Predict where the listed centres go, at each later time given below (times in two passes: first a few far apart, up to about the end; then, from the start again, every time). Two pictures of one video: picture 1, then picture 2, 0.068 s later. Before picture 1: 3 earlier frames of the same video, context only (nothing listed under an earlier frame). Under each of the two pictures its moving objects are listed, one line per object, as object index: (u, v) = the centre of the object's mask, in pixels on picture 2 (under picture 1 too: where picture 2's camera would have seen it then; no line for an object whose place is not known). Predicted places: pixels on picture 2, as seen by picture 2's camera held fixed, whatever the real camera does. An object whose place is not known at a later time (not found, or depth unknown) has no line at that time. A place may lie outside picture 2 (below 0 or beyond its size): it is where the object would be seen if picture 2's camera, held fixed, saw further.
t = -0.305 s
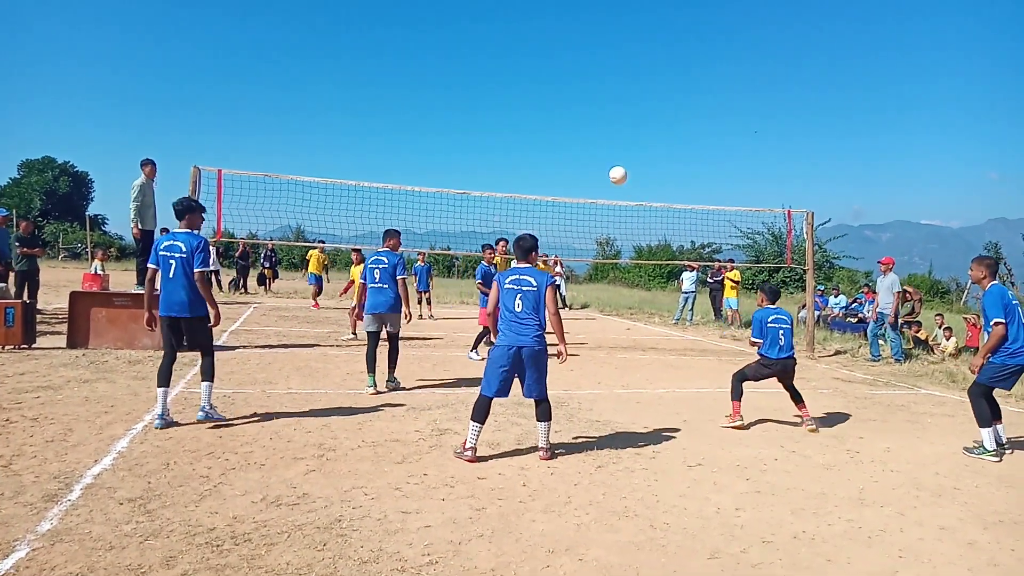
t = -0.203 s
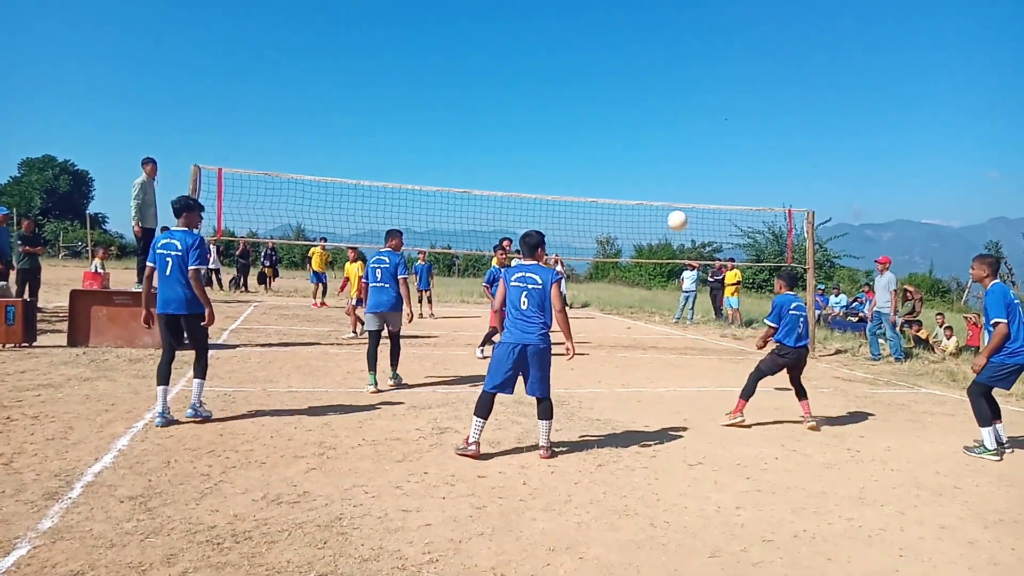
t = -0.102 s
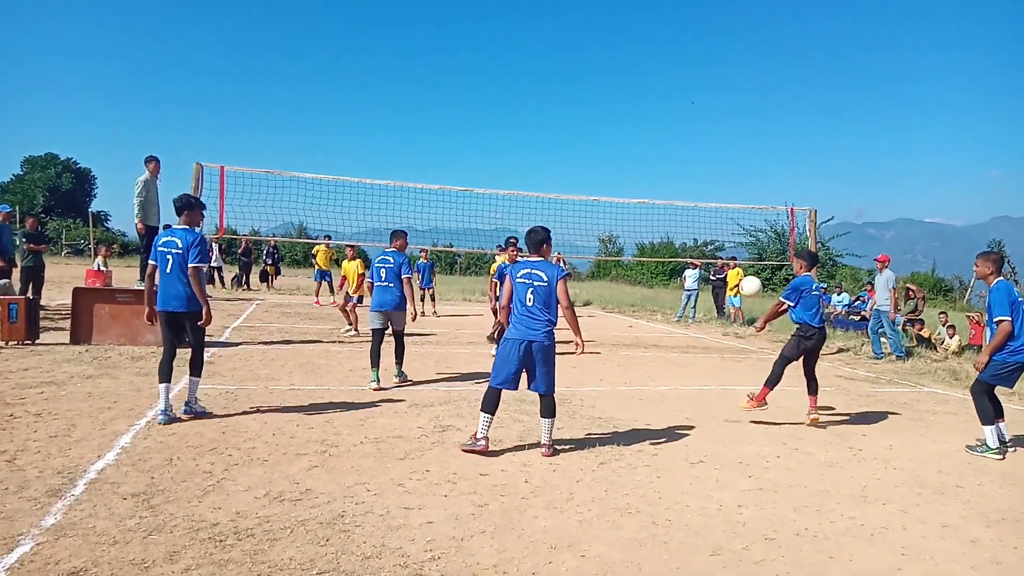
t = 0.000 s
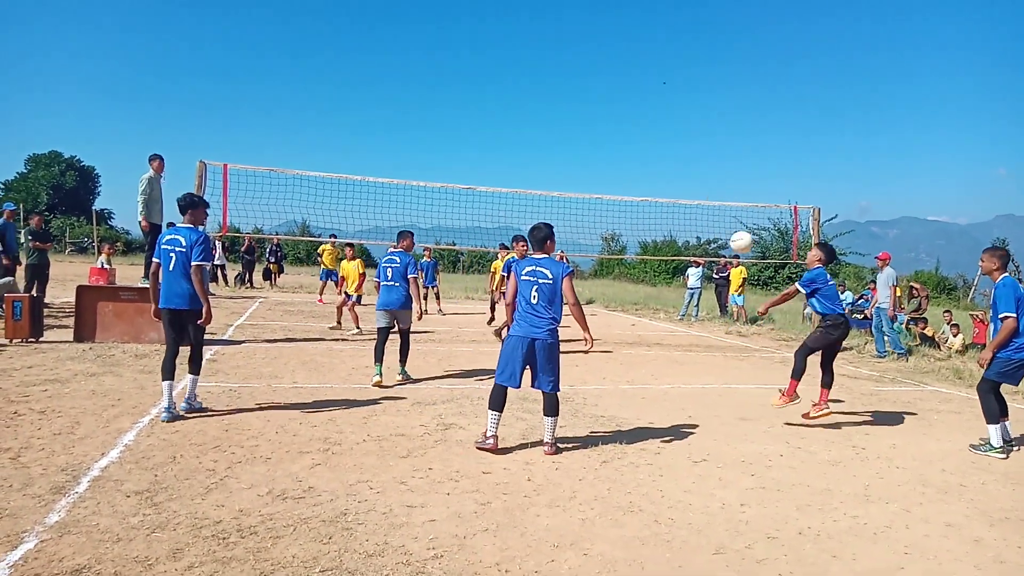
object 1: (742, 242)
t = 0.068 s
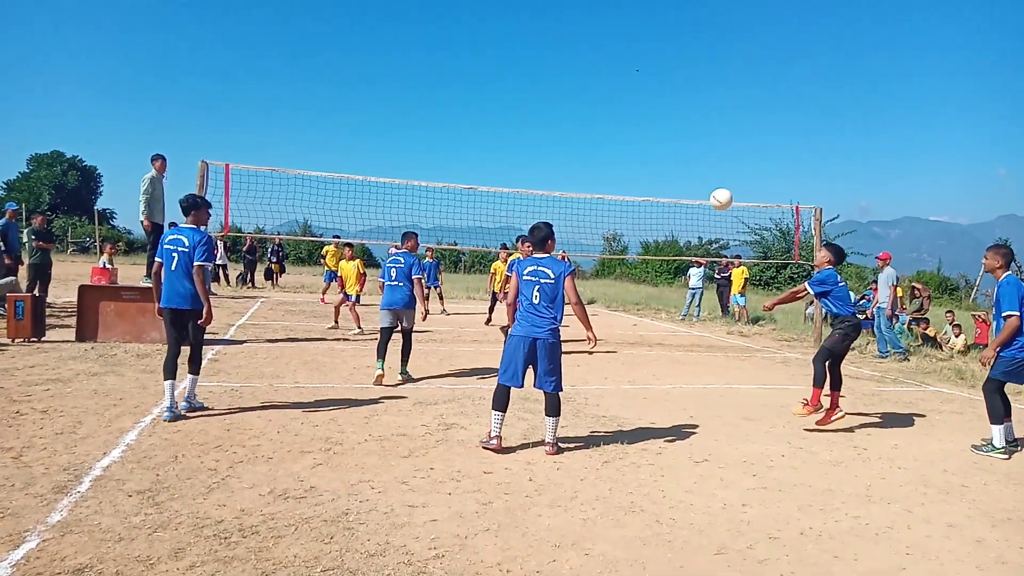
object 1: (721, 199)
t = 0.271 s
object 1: (660, 106)
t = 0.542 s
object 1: (587, 53)
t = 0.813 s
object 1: (522, 71)
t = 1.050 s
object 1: (471, 132)
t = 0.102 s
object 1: (710, 180)
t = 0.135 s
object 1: (700, 162)
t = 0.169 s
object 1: (689, 146)
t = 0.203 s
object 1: (679, 131)
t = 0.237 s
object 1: (669, 118)
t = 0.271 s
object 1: (660, 106)
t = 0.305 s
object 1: (650, 95)
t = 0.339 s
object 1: (641, 85)
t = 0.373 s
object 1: (632, 77)
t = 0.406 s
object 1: (622, 70)
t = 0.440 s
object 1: (613, 64)
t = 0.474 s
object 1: (604, 60)
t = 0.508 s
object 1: (595, 56)
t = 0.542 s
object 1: (587, 53)
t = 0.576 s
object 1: (578, 52)
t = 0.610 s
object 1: (570, 52)
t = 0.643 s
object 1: (561, 52)
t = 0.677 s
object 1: (553, 54)
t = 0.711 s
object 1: (545, 57)
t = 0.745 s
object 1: (537, 61)
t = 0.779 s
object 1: (529, 65)
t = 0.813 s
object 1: (522, 71)
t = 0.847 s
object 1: (514, 77)
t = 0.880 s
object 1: (506, 84)
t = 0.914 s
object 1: (499, 92)
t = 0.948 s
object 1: (492, 101)
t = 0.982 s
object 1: (485, 111)
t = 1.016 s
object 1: (478, 121)
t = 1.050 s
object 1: (471, 132)
